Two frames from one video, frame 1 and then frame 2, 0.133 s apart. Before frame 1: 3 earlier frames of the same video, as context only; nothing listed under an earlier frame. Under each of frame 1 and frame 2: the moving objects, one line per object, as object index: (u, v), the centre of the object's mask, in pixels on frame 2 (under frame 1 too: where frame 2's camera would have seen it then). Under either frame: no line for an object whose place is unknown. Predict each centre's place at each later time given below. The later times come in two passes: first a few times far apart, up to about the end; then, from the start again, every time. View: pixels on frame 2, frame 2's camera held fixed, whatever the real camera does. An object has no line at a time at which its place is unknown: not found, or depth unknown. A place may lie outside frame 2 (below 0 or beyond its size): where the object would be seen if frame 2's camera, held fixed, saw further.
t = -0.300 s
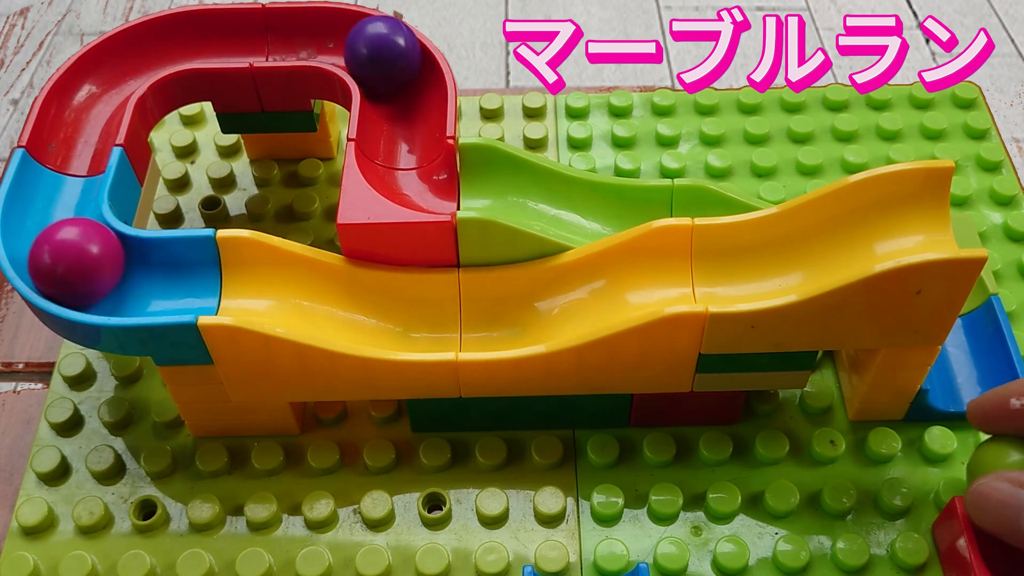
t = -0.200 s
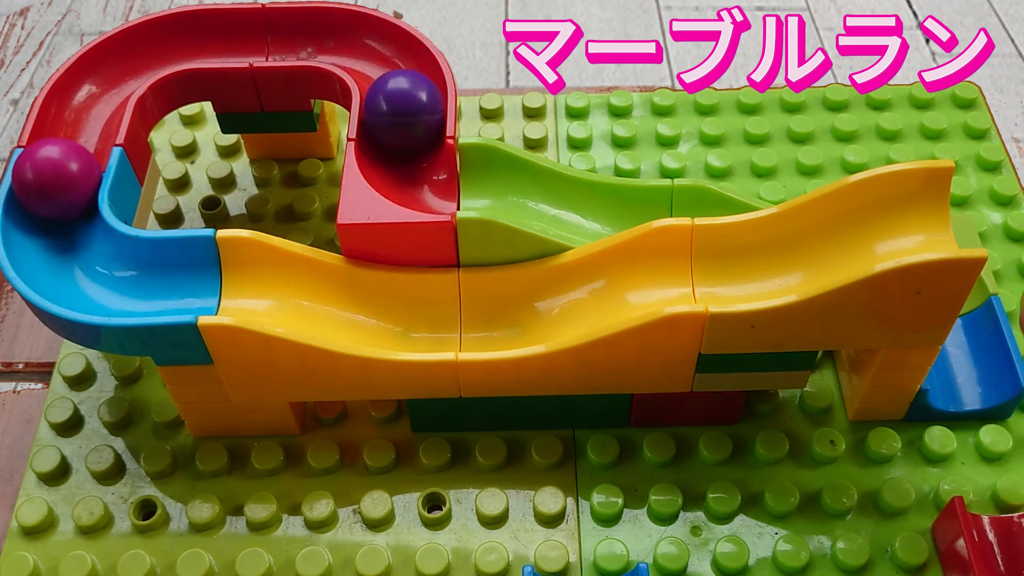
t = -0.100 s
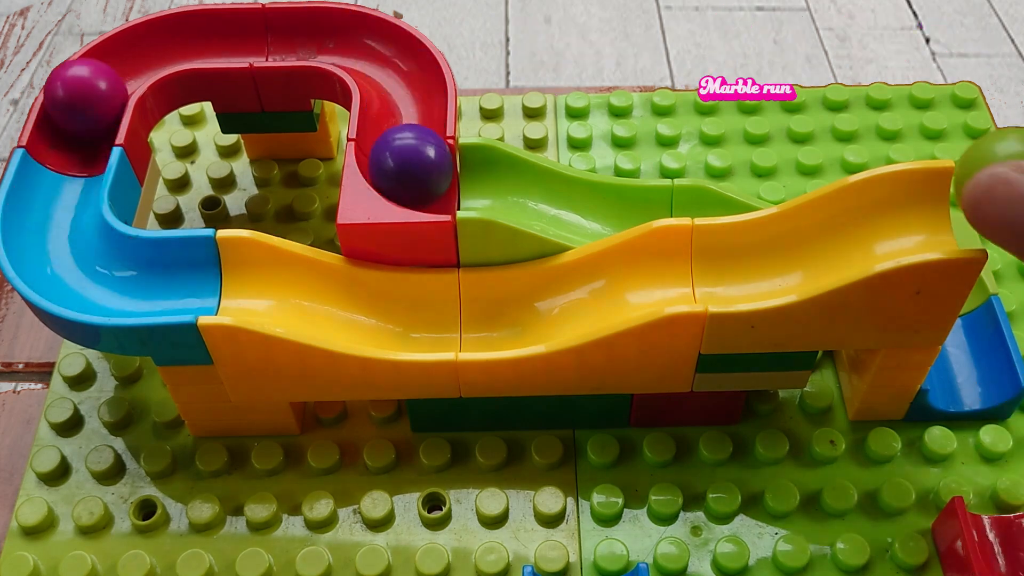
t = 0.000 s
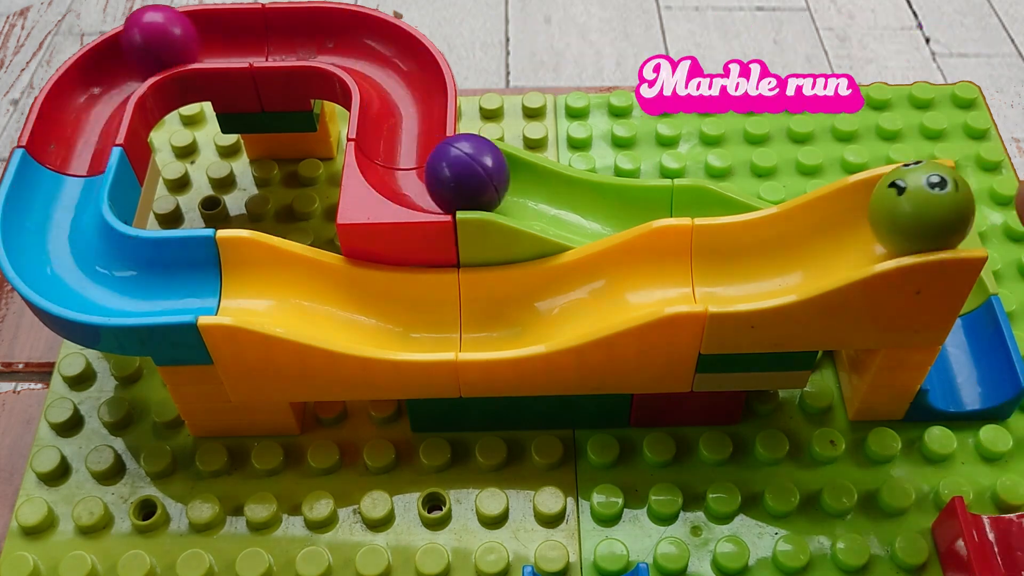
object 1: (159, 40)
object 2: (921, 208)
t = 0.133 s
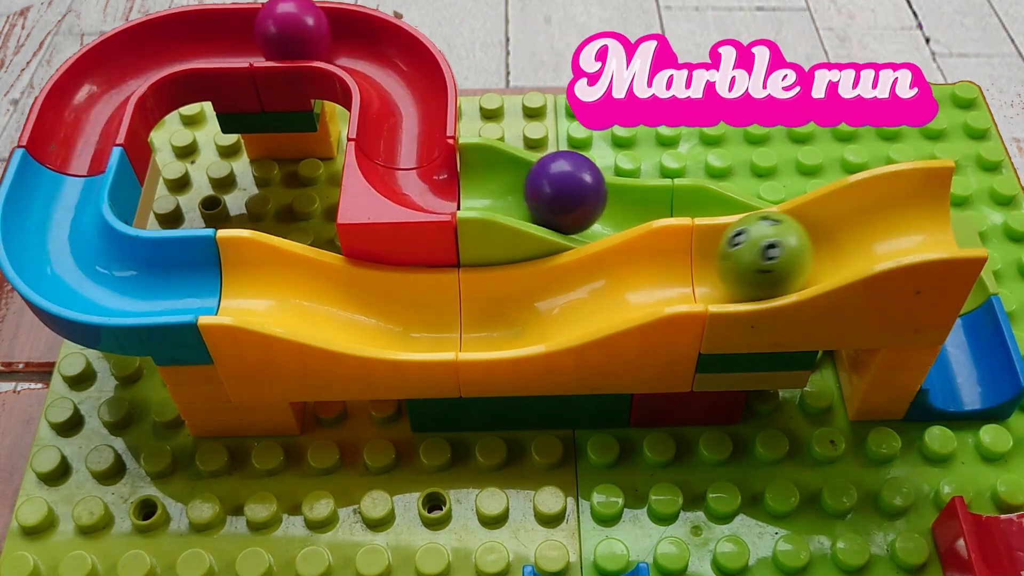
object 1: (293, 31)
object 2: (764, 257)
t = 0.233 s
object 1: (377, 50)
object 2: (567, 289)
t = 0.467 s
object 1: (429, 176)
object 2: (120, 275)
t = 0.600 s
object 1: (516, 180)
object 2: (54, 182)
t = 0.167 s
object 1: (325, 33)
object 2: (698, 261)
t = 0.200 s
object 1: (352, 38)
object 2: (634, 268)
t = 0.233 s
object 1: (377, 50)
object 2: (567, 289)
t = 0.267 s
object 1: (394, 65)
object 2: (493, 311)
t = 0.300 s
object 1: (403, 85)
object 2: (412, 311)
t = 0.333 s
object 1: (404, 107)
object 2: (343, 294)
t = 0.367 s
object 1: (401, 129)
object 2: (283, 280)
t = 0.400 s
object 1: (399, 152)
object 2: (225, 273)
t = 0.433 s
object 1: (410, 165)
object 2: (173, 273)
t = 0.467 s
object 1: (429, 176)
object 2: (120, 275)
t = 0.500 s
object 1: (450, 176)
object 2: (83, 265)
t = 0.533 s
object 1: (471, 174)
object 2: (55, 242)
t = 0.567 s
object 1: (492, 176)
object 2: (49, 214)
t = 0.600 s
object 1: (516, 180)
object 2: (54, 182)
